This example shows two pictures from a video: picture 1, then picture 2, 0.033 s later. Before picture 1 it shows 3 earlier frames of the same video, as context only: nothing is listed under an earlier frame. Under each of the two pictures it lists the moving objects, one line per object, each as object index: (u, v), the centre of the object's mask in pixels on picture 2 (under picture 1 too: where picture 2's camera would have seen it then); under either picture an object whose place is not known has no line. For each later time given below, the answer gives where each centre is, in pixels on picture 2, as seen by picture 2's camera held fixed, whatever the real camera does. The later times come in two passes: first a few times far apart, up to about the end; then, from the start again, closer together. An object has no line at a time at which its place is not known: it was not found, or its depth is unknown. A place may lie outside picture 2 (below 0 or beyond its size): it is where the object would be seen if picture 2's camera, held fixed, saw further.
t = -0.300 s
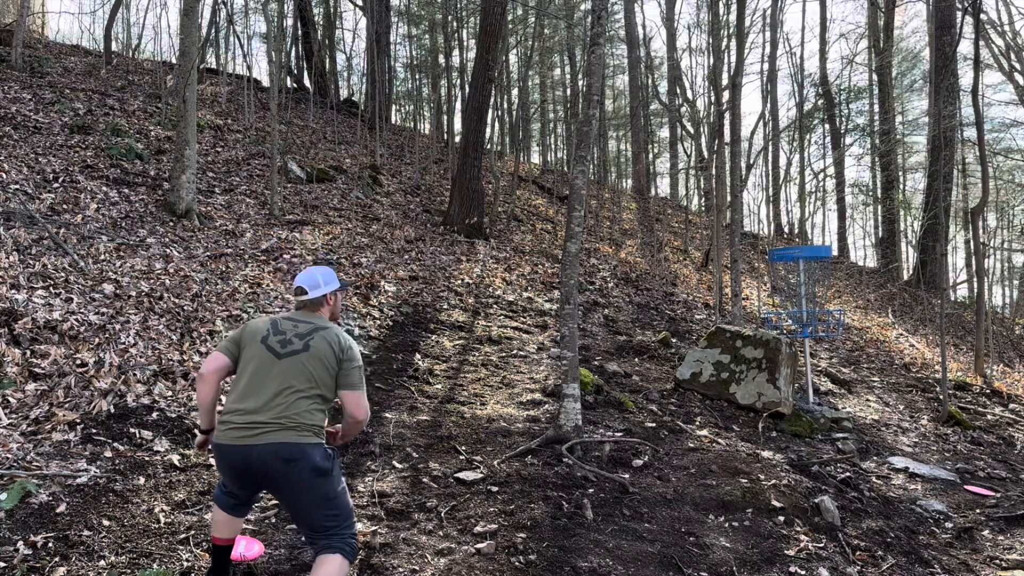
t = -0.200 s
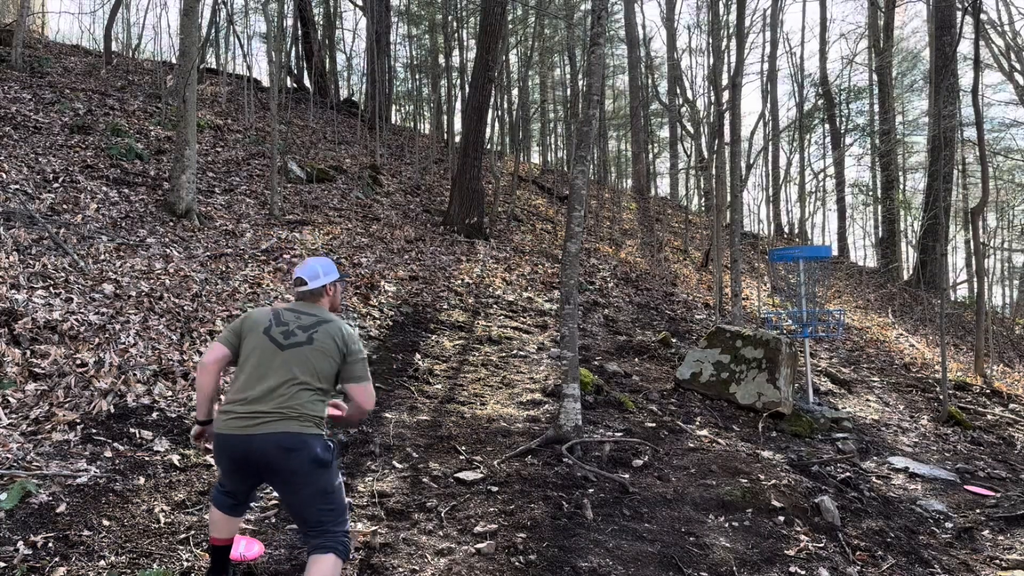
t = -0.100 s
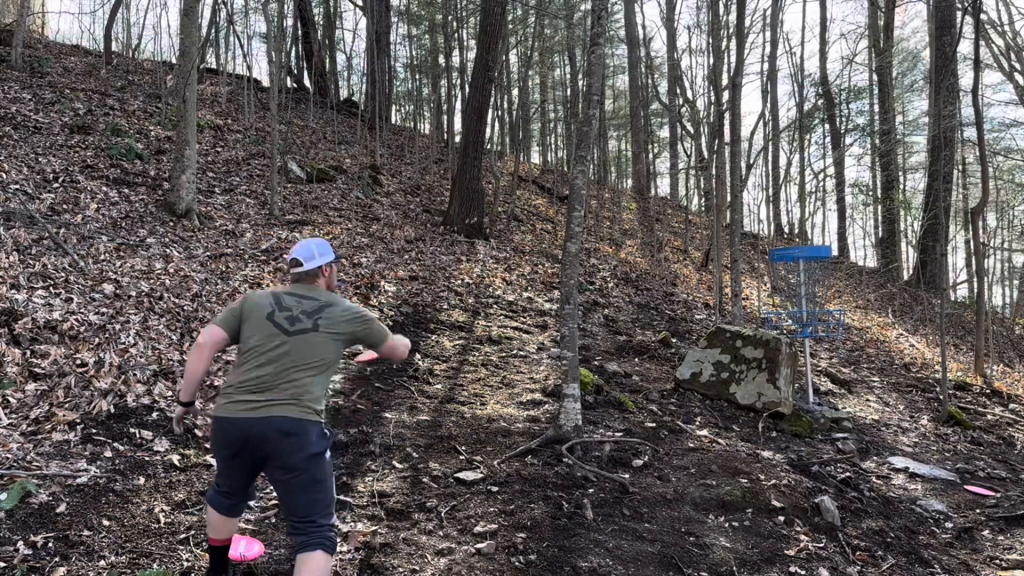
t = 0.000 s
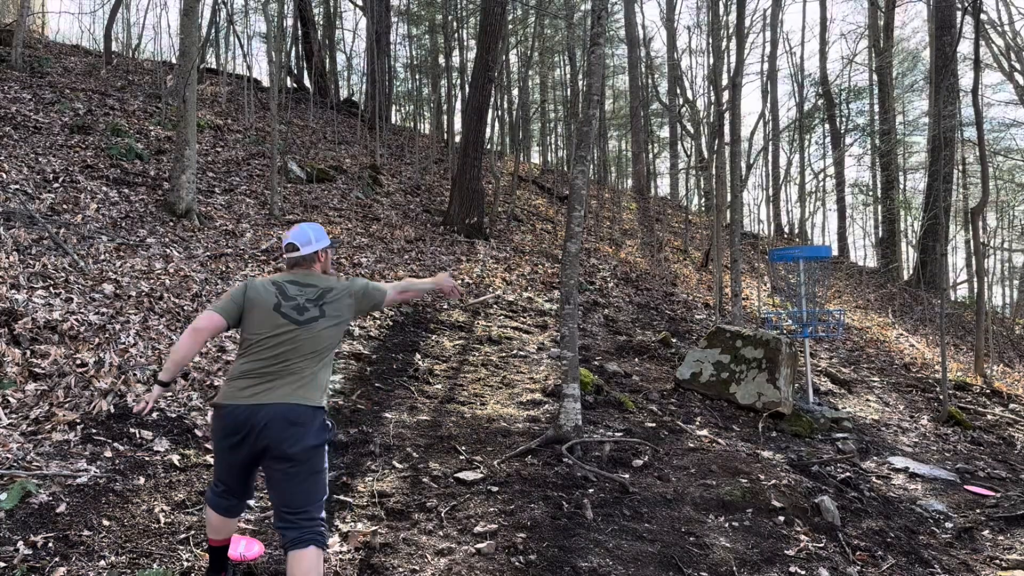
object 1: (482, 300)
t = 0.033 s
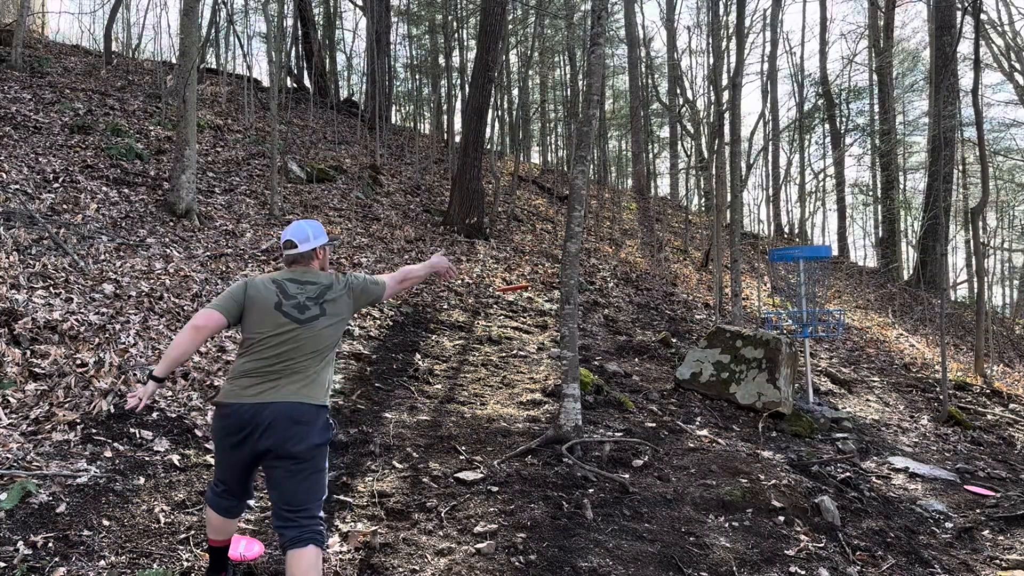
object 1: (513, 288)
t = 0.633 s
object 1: (788, 289)
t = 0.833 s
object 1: (787, 295)
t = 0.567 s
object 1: (789, 287)
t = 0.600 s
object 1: (789, 288)
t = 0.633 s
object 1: (788, 289)
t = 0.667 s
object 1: (788, 291)
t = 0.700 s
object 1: (786, 295)
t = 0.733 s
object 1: (786, 294)
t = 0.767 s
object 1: (787, 294)
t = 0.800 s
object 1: (787, 294)
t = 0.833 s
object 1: (787, 295)
